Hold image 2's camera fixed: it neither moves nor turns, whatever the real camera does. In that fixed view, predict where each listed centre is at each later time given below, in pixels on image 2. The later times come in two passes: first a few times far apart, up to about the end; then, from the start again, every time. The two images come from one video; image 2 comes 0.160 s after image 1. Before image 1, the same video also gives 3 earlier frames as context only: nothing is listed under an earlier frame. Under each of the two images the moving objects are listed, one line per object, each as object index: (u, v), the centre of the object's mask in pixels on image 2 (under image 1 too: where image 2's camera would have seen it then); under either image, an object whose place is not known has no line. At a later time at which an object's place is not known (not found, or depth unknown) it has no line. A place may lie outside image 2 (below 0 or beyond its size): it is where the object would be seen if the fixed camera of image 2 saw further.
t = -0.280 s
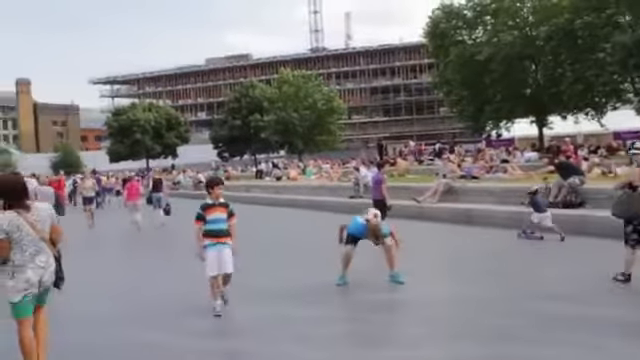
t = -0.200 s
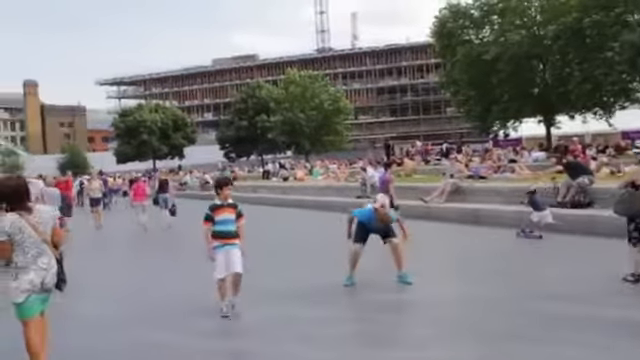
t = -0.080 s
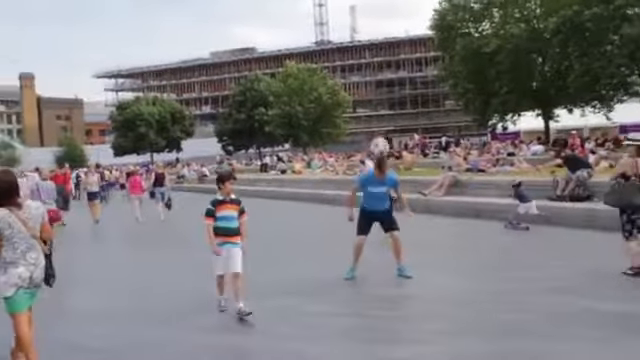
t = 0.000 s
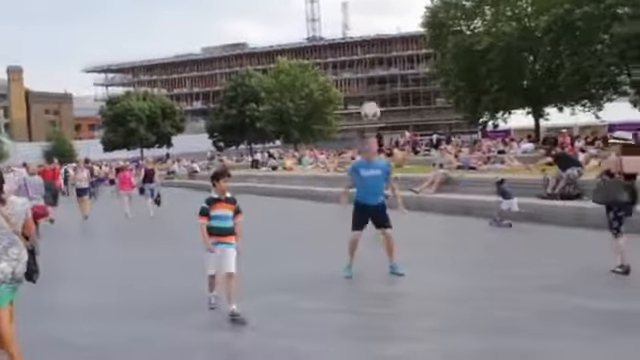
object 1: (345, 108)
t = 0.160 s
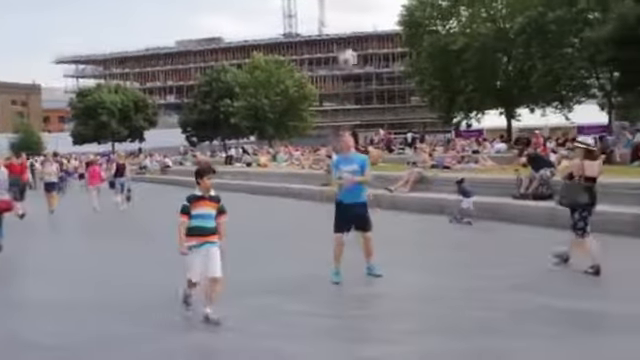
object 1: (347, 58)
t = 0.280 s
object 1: (348, 35)
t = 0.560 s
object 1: (350, 25)
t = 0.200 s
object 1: (348, 49)
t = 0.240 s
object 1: (348, 41)
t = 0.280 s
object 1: (348, 35)
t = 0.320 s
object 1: (349, 29)
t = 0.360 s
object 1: (349, 26)
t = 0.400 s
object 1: (348, 25)
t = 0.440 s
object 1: (350, 24)
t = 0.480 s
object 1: (350, 23)
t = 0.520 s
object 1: (350, 23)
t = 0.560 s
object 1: (350, 25)
